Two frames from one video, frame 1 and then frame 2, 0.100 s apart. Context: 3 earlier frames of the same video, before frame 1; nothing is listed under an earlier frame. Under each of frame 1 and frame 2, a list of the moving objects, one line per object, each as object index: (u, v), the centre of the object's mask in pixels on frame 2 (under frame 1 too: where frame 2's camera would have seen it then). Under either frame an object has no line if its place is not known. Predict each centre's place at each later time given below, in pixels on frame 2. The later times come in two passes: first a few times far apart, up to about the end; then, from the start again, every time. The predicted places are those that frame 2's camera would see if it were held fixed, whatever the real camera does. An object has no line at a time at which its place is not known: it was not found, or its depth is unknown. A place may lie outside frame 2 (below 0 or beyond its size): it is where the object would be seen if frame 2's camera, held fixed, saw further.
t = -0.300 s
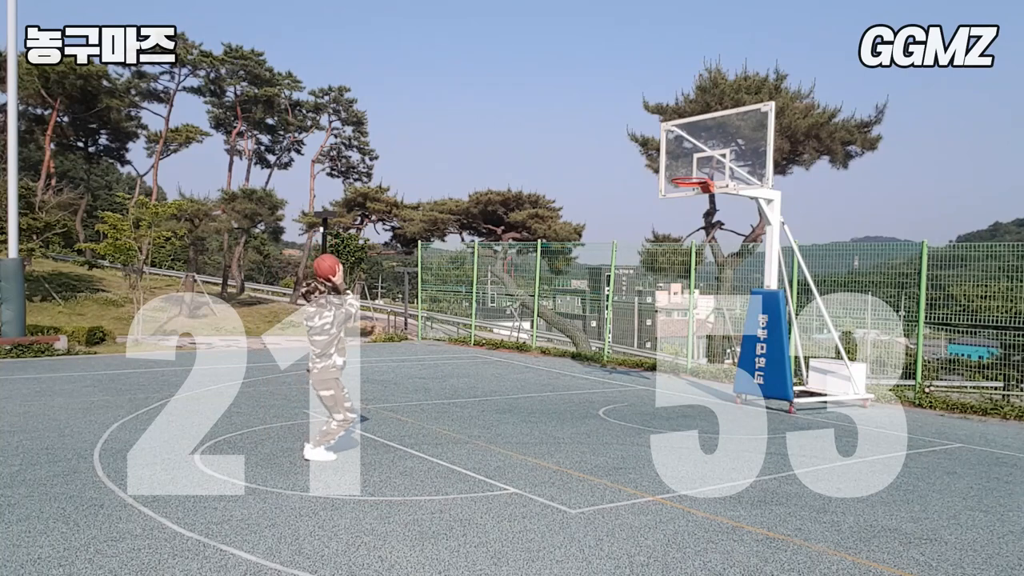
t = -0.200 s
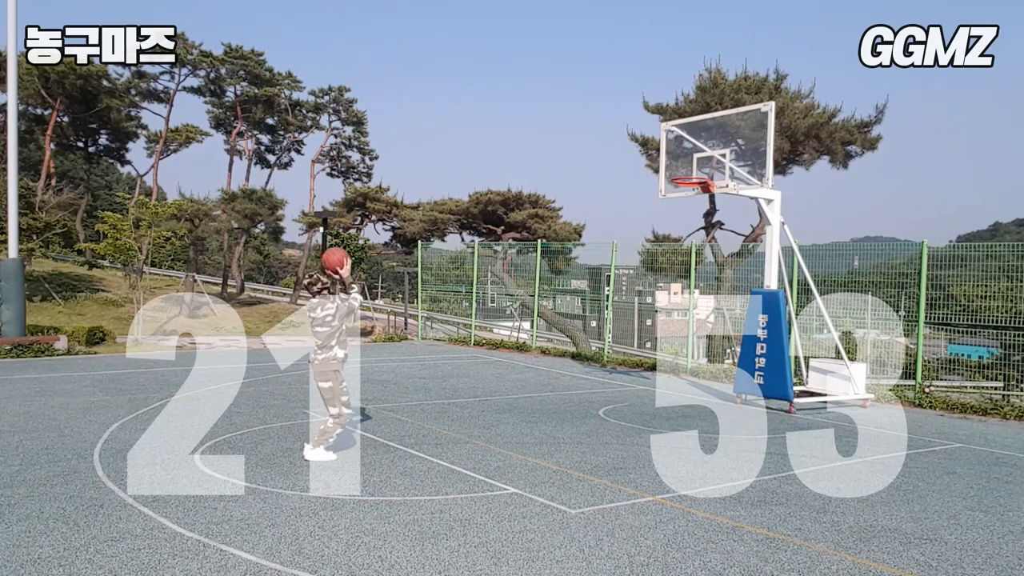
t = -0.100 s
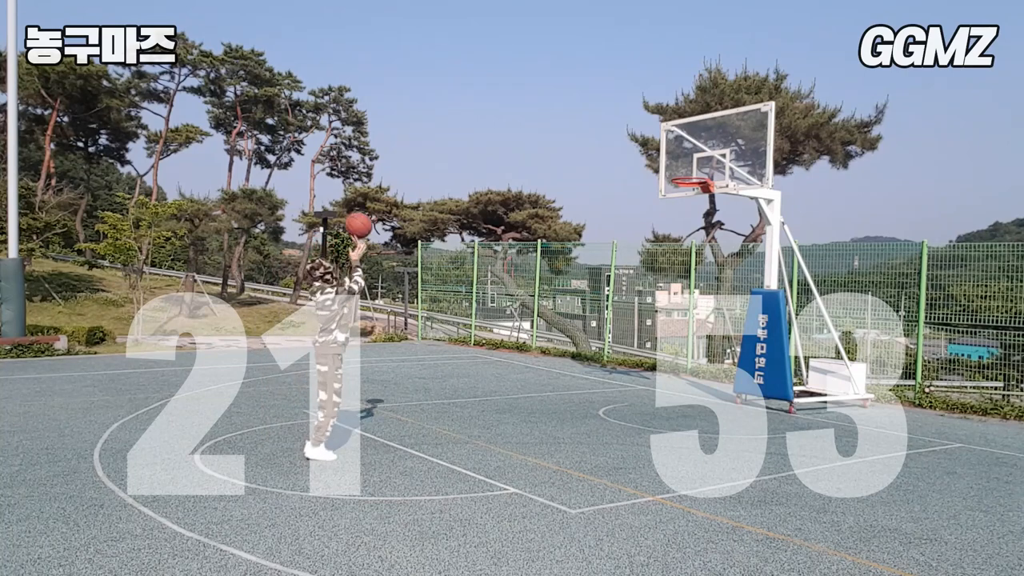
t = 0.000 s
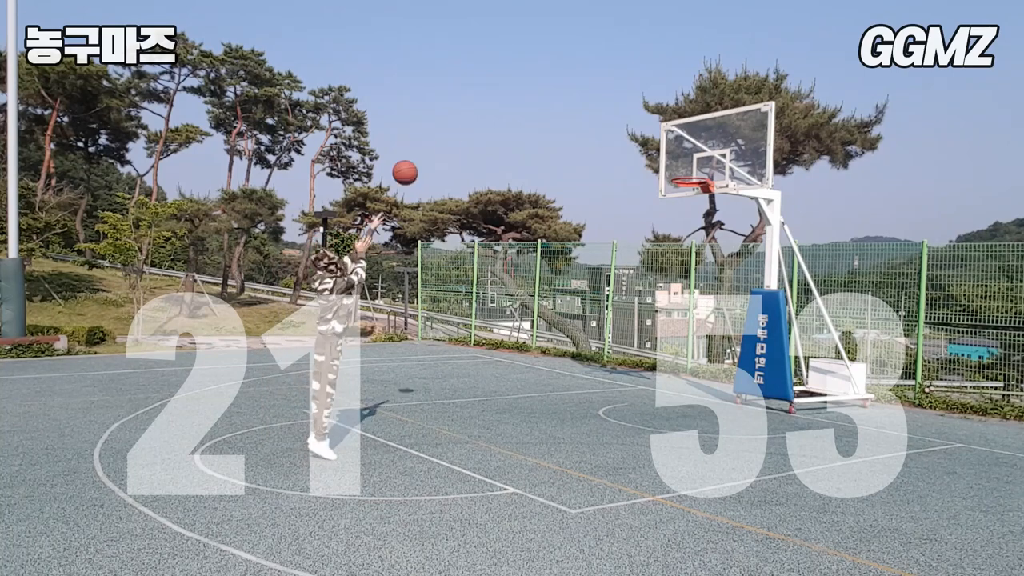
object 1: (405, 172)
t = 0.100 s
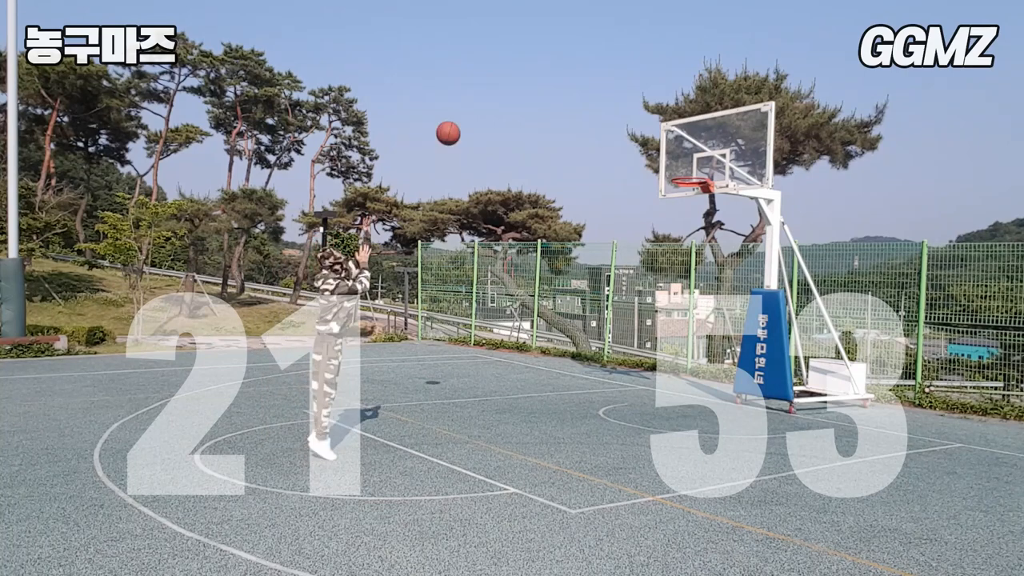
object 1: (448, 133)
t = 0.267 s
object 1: (512, 95)
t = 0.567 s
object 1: (609, 96)
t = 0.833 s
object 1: (677, 156)
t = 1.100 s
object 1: (701, 161)
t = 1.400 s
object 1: (678, 166)
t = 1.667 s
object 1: (685, 173)
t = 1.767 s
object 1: (689, 195)
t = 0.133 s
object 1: (461, 123)
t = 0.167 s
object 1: (475, 114)
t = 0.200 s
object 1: (488, 106)
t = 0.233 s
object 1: (500, 100)
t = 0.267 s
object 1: (512, 95)
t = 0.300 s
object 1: (524, 91)
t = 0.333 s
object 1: (536, 88)
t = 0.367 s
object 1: (547, 87)
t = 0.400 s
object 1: (558, 86)
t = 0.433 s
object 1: (568, 86)
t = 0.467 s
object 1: (579, 87)
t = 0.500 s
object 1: (589, 89)
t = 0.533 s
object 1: (599, 92)
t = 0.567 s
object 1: (609, 96)
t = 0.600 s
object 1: (618, 101)
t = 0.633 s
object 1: (627, 107)
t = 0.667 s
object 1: (636, 113)
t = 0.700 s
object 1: (644, 120)
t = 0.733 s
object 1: (653, 128)
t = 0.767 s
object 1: (661, 137)
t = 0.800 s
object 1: (669, 146)
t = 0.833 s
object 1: (677, 156)
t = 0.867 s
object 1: (684, 167)
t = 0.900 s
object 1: (689, 167)
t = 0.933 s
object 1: (692, 164)
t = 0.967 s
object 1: (695, 163)
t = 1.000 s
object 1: (698, 162)
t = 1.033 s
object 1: (701, 162)
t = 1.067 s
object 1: (705, 163)
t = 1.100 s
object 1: (701, 161)
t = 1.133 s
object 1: (698, 160)
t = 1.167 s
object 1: (694, 159)
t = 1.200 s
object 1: (691, 159)
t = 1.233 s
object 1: (688, 161)
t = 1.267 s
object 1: (684, 163)
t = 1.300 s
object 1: (681, 165)
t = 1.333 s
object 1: (678, 168)
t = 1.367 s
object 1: (677, 168)
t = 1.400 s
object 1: (678, 166)
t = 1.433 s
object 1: (679, 165)
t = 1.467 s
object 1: (680, 164)
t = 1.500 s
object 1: (681, 164)
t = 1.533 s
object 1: (682, 165)
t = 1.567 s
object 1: (683, 166)
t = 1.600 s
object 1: (684, 168)
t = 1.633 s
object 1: (685, 171)
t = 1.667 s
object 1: (685, 173)
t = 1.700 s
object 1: (687, 182)
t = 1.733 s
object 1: (688, 189)
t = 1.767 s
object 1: (689, 195)
